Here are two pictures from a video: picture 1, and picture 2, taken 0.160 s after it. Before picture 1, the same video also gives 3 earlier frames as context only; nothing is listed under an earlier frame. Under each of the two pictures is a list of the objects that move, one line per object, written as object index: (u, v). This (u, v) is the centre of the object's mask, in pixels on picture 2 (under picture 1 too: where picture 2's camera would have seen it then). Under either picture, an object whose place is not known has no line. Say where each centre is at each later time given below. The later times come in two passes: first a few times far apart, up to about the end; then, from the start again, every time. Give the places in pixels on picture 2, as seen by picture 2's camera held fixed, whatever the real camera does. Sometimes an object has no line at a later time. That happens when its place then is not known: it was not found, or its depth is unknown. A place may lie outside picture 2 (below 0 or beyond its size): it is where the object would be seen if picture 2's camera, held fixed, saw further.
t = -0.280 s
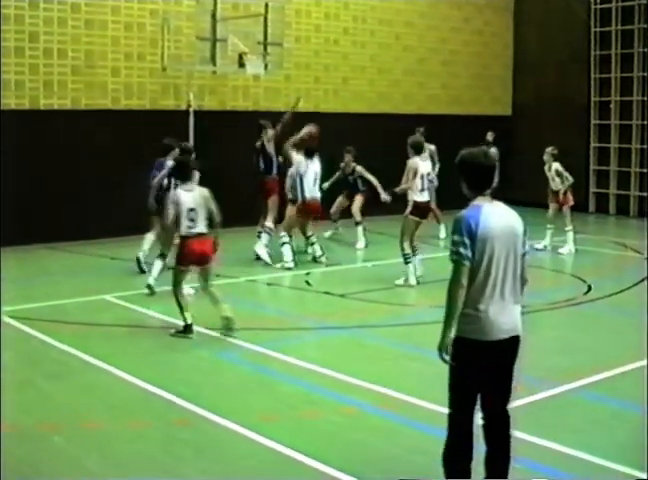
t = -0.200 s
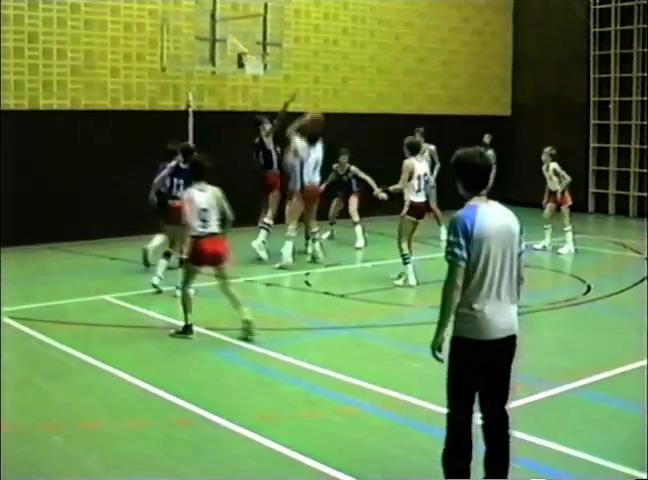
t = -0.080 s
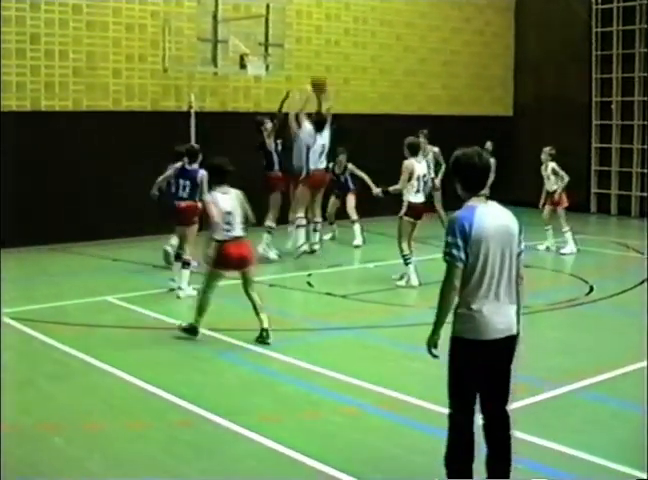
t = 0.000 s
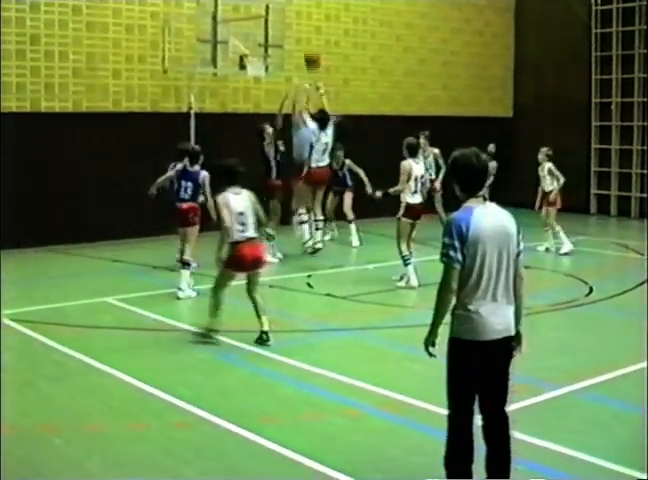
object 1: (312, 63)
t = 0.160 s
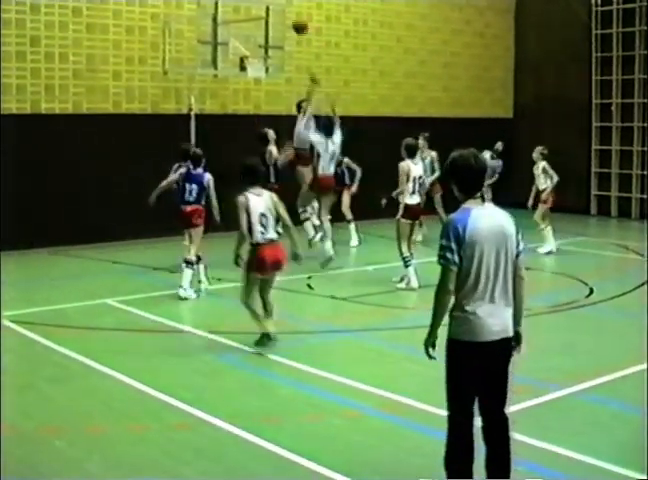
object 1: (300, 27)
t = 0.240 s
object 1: (294, 17)
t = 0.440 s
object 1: (280, 11)
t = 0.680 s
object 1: (266, 36)
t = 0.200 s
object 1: (297, 21)
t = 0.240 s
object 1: (294, 17)
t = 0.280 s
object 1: (291, 14)
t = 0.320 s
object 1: (288, 12)
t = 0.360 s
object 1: (285, 10)
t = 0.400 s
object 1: (283, 10)
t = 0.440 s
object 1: (280, 11)
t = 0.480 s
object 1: (277, 13)
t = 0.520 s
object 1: (275, 15)
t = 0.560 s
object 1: (273, 20)
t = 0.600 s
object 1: (270, 24)
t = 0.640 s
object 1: (268, 29)
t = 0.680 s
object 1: (266, 36)
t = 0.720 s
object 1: (264, 43)
